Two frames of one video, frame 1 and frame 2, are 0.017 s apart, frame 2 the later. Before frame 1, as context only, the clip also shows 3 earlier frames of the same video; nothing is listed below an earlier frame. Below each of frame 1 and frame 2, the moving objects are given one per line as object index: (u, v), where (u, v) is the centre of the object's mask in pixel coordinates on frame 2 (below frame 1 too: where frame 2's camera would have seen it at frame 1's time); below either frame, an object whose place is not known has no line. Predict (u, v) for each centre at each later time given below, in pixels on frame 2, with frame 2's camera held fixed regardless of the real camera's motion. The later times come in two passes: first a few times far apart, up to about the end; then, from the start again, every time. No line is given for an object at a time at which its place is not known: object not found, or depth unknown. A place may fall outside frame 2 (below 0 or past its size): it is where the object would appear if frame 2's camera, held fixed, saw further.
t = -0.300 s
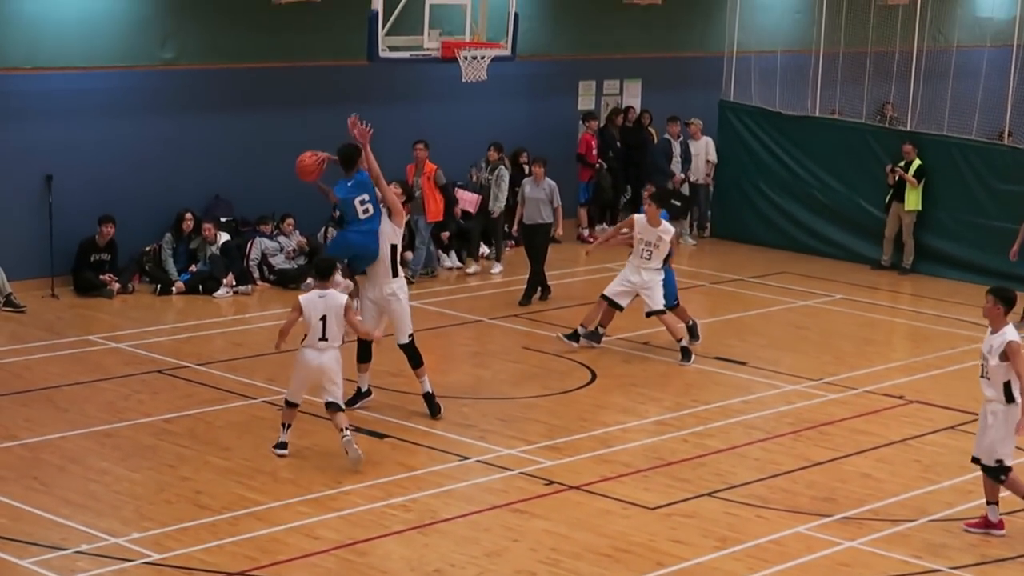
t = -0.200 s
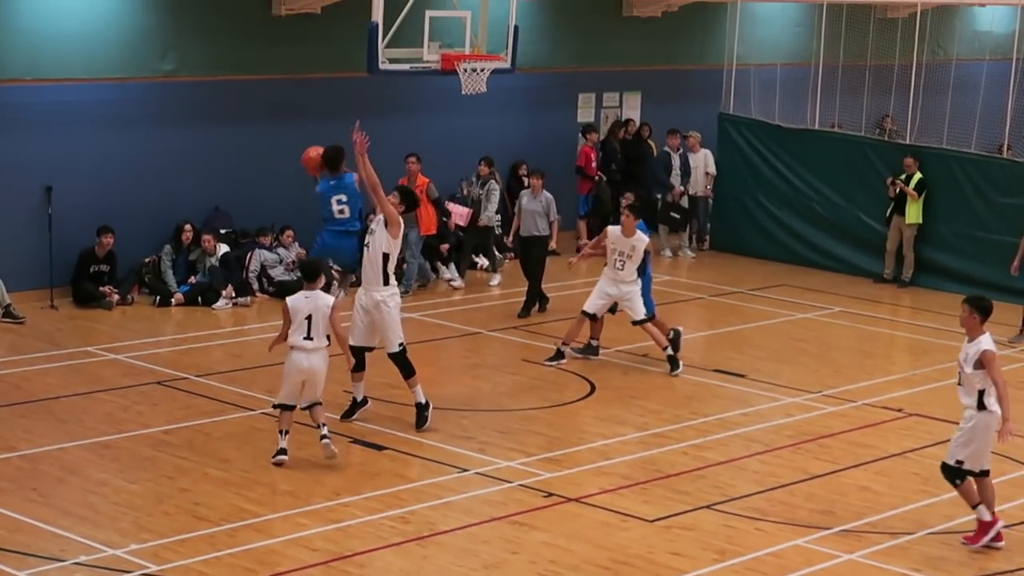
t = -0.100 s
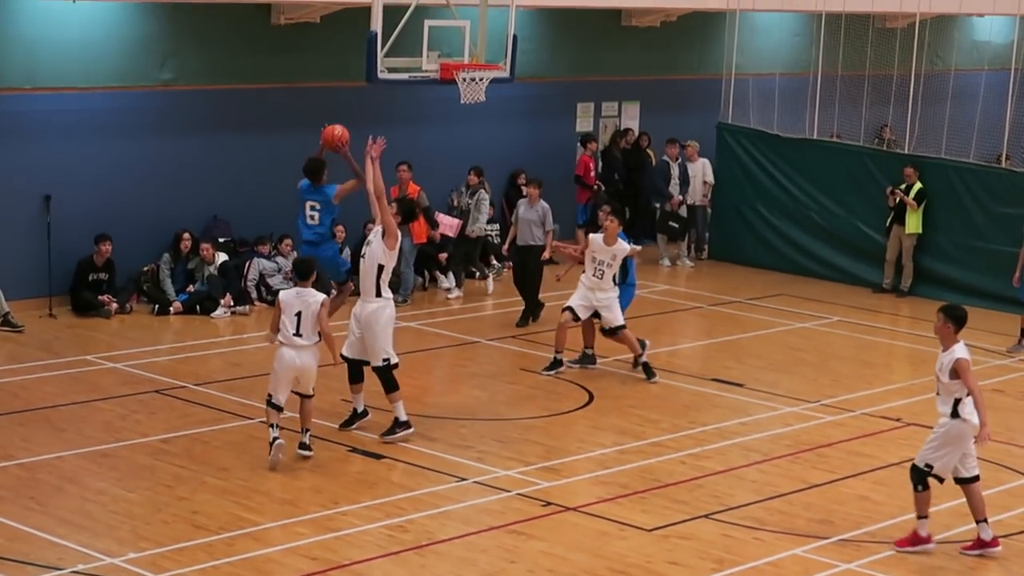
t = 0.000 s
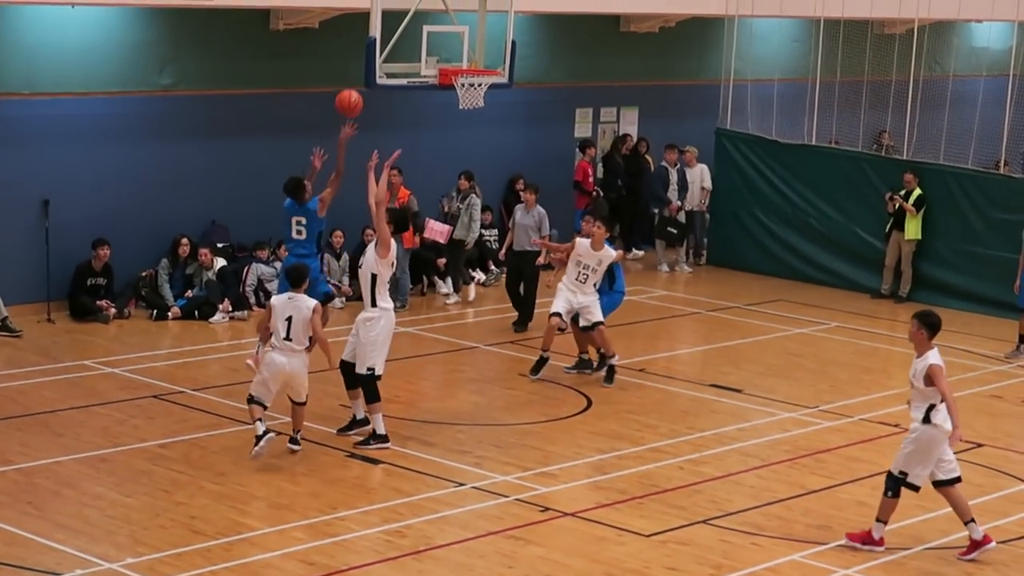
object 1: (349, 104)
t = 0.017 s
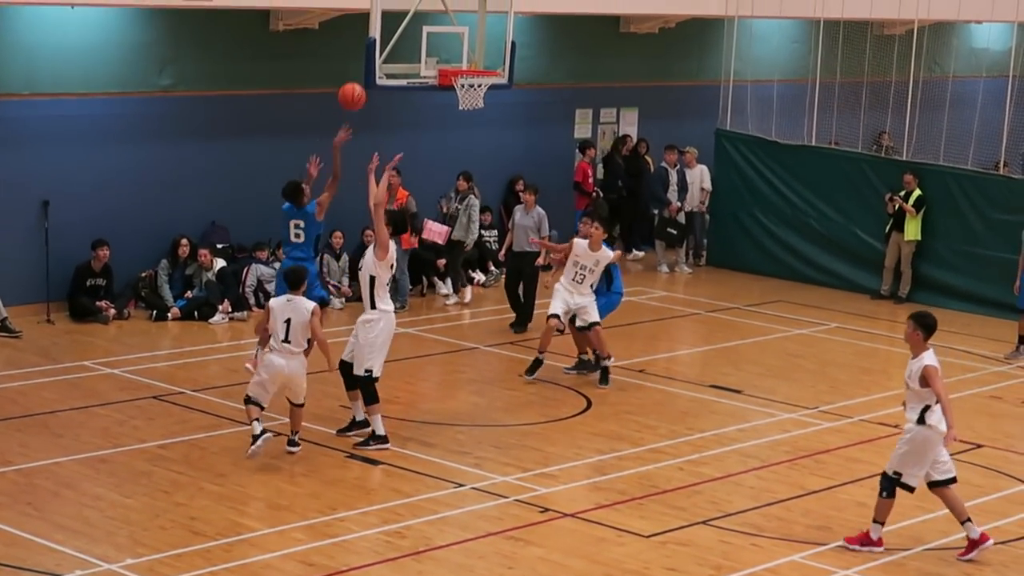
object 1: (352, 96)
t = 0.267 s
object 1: (394, 34)
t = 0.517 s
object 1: (441, 58)
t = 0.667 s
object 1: (444, 80)
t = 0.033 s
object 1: (354, 90)
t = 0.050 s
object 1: (357, 83)
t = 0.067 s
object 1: (360, 77)
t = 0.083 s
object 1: (363, 71)
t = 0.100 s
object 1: (365, 66)
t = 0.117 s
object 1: (368, 61)
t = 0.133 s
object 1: (371, 56)
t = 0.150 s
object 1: (374, 51)
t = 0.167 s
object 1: (376, 48)
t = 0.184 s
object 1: (379, 44)
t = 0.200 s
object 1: (381, 40)
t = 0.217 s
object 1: (384, 37)
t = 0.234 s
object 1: (387, 36)
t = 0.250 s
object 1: (390, 35)
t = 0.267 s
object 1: (394, 34)
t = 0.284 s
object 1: (397, 34)
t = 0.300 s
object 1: (400, 34)
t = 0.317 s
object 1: (403, 34)
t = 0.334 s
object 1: (407, 34)
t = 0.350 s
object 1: (410, 34)
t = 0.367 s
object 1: (413, 36)
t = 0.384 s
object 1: (416, 37)
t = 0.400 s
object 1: (419, 39)
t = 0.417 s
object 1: (422, 41)
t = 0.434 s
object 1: (425, 43)
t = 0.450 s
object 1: (429, 45)
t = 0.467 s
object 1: (432, 48)
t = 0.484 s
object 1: (435, 51)
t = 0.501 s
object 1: (438, 55)
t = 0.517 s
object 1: (441, 58)
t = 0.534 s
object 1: (444, 62)
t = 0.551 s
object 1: (447, 66)
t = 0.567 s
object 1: (447, 67)
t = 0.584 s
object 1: (447, 69)
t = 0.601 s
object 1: (446, 72)
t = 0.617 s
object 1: (445, 73)
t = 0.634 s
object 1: (445, 75)
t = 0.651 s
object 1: (444, 77)
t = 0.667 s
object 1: (444, 80)
